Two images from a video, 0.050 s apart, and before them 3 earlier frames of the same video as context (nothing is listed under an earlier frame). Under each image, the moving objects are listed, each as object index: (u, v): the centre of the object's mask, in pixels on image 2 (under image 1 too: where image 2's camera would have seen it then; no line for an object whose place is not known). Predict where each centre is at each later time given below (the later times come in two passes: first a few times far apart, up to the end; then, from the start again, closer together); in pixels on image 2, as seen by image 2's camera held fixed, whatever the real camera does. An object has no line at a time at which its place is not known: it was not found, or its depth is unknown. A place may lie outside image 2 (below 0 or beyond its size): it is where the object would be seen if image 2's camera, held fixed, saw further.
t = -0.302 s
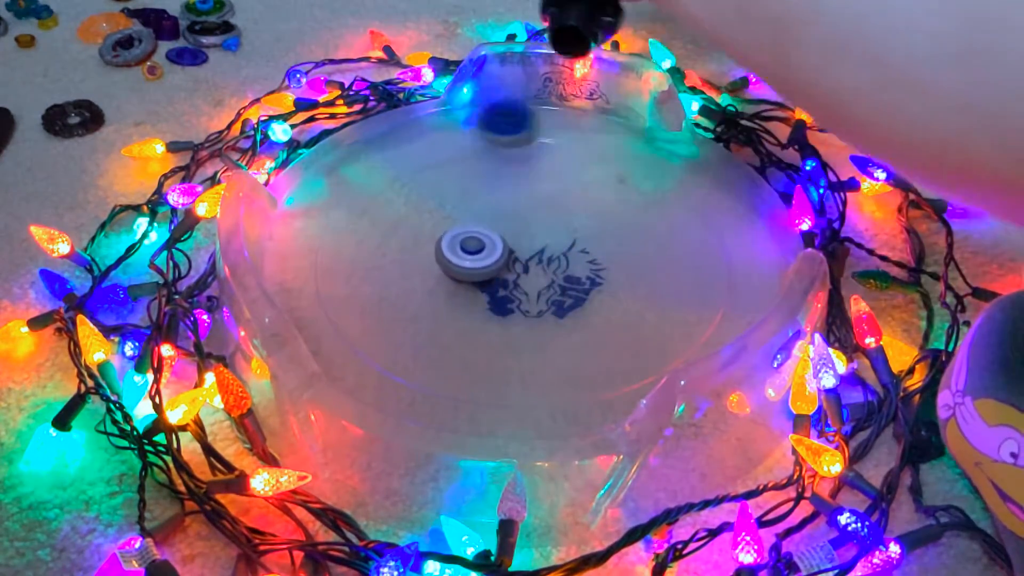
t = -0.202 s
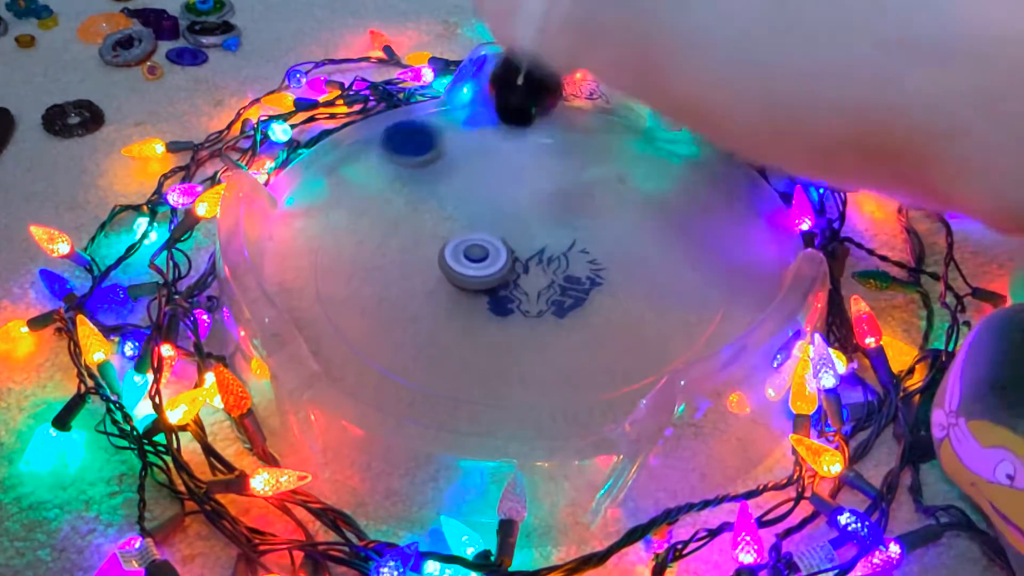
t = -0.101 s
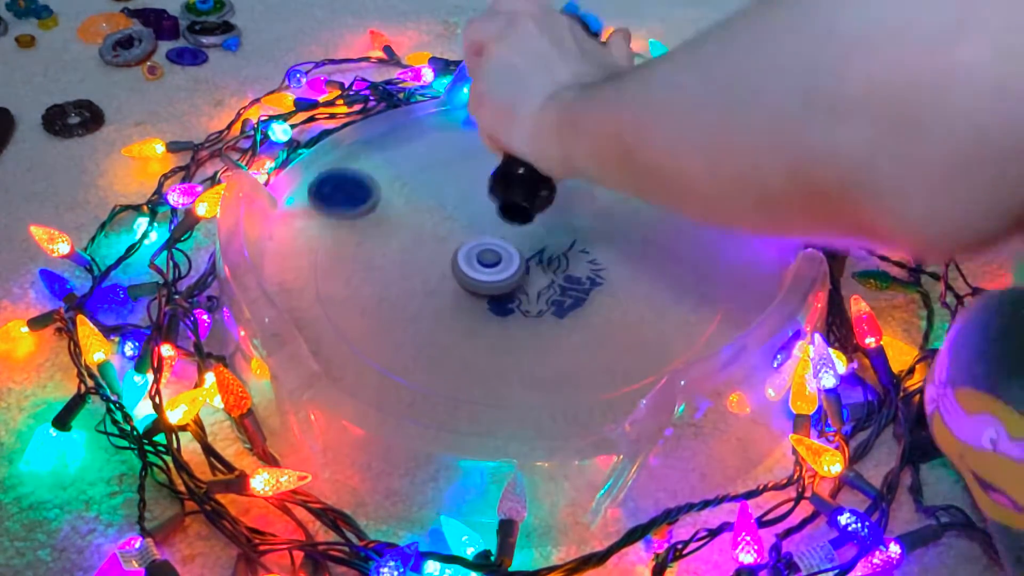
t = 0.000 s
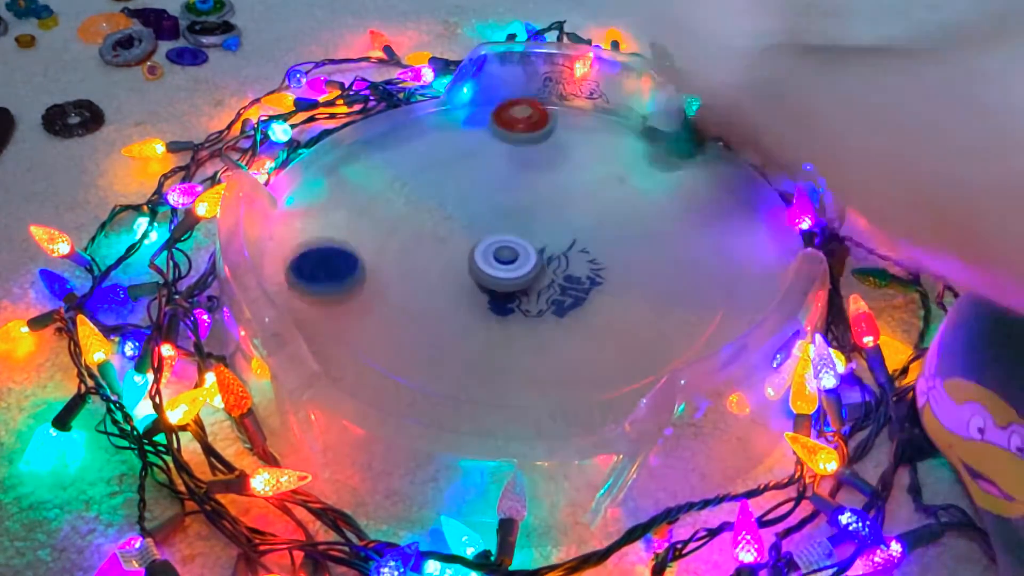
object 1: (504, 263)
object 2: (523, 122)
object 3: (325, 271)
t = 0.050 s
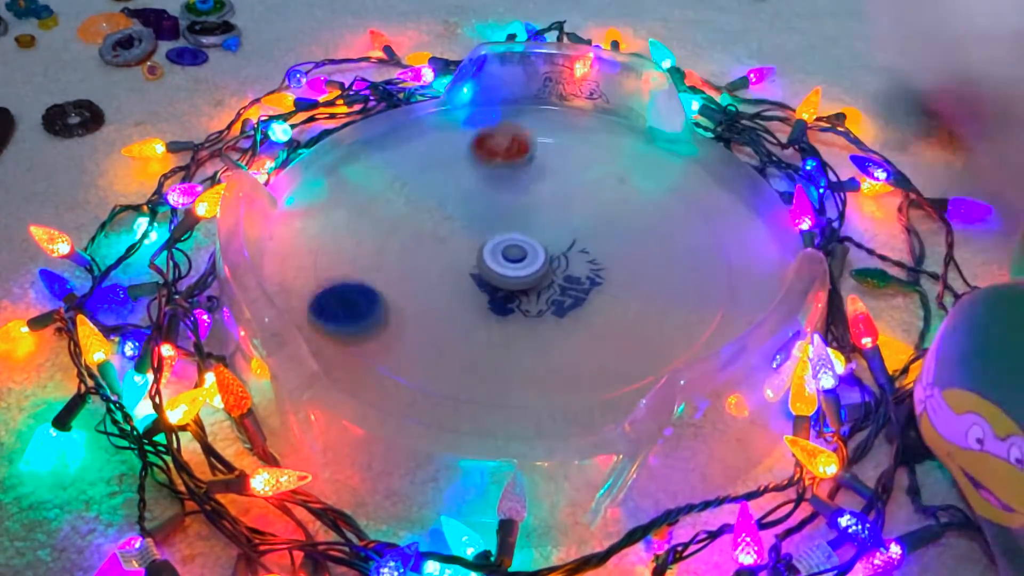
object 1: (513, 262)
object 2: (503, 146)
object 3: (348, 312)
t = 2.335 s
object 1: (605, 228)
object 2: (464, 309)
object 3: (482, 361)
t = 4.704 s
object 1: (561, 253)
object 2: (492, 233)
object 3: (472, 290)
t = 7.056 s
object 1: (434, 265)
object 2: (633, 262)
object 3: (520, 223)
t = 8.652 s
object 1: (566, 226)
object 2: (487, 255)
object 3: (532, 300)
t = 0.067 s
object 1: (515, 261)
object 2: (496, 166)
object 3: (359, 322)
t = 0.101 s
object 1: (519, 259)
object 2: (480, 180)
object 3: (390, 344)
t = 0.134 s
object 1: (522, 256)
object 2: (463, 194)
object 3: (425, 361)
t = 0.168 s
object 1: (523, 253)
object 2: (447, 218)
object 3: (467, 371)
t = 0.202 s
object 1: (525, 249)
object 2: (435, 229)
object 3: (512, 375)
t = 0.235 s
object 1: (526, 246)
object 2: (426, 246)
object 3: (556, 371)
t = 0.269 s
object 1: (525, 243)
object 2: (422, 262)
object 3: (597, 363)
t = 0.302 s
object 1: (524, 240)
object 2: (422, 274)
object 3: (634, 352)
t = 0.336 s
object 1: (523, 237)
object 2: (425, 285)
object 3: (664, 335)
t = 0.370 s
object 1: (522, 235)
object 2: (434, 297)
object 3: (688, 312)
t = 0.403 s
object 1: (520, 234)
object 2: (445, 307)
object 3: (705, 290)
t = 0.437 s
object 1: (517, 232)
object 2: (458, 314)
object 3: (713, 264)
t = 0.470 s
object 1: (514, 231)
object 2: (472, 320)
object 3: (712, 240)
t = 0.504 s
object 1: (511, 231)
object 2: (487, 324)
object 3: (704, 218)
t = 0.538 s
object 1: (508, 230)
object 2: (503, 326)
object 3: (690, 196)
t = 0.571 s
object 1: (504, 230)
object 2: (517, 326)
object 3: (670, 177)
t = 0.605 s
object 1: (500, 231)
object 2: (531, 325)
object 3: (647, 163)
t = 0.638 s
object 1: (496, 232)
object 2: (544, 322)
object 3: (620, 151)
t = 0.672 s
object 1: (493, 235)
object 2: (555, 320)
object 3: (590, 142)
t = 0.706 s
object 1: (492, 238)
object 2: (565, 316)
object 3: (560, 135)
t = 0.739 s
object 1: (492, 242)
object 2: (573, 310)
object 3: (529, 132)
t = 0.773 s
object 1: (494, 246)
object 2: (581, 304)
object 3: (497, 134)
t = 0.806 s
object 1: (497, 248)
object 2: (586, 299)
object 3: (467, 137)
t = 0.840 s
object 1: (500, 251)
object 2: (591, 293)
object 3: (436, 144)
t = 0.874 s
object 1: (504, 253)
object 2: (593, 287)
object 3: (409, 155)
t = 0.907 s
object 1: (509, 255)
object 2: (595, 281)
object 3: (384, 170)
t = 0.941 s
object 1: (512, 256)
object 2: (596, 275)
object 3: (364, 187)
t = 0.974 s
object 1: (516, 257)
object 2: (595, 269)
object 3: (349, 208)
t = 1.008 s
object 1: (517, 257)
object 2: (596, 263)
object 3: (340, 230)
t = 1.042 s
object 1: (516, 257)
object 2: (597, 257)
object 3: (337, 254)
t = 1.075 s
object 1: (517, 257)
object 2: (595, 252)
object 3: (342, 278)
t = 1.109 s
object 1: (519, 258)
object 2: (592, 247)
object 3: (356, 300)
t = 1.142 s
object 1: (518, 259)
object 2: (590, 242)
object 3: (378, 321)
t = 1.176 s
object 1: (517, 260)
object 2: (588, 237)
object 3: (408, 339)
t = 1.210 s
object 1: (518, 262)
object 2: (583, 232)
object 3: (444, 352)
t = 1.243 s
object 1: (519, 264)
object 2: (578, 227)
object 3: (483, 359)
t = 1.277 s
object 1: (521, 265)
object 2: (571, 223)
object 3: (525, 360)
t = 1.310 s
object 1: (524, 266)
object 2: (564, 220)
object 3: (567, 355)
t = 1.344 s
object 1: (527, 266)
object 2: (557, 217)
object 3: (604, 347)
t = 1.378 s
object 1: (530, 266)
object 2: (549, 215)
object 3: (636, 333)
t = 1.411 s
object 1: (532, 265)
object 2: (541, 214)
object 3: (662, 314)
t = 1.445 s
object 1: (534, 264)
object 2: (533, 213)
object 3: (679, 291)
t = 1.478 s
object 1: (535, 262)
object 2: (524, 213)
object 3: (689, 268)
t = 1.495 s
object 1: (535, 261)
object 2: (520, 213)
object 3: (691, 257)
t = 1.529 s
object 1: (535, 260)
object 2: (511, 214)
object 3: (690, 235)
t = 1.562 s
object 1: (535, 259)
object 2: (503, 215)
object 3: (681, 213)
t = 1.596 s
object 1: (535, 260)
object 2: (496, 216)
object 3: (666, 194)
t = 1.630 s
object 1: (536, 261)
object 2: (488, 217)
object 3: (646, 177)
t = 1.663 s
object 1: (537, 262)
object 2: (481, 219)
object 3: (622, 163)
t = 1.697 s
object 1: (538, 262)
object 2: (475, 224)
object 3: (594, 153)
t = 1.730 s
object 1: (538, 263)
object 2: (469, 228)
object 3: (564, 145)
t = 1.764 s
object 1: (539, 263)
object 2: (464, 232)
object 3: (533, 142)
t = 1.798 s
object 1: (539, 263)
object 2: (460, 237)
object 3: (501, 141)
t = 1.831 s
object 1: (539, 263)
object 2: (457, 242)
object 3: (471, 144)
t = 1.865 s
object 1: (539, 263)
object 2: (456, 246)
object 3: (442, 151)
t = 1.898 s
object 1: (538, 263)
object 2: (456, 251)
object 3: (415, 162)
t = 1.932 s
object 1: (538, 263)
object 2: (457, 256)
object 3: (392, 175)
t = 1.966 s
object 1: (537, 263)
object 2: (459, 262)
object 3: (373, 192)
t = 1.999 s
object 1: (552, 263)
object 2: (449, 264)
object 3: (360, 212)
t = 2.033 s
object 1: (578, 261)
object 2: (423, 261)
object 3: (353, 233)
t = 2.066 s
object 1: (595, 259)
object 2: (417, 268)
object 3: (338, 257)
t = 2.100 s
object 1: (605, 256)
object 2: (418, 274)
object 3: (332, 277)
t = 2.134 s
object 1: (609, 252)
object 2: (422, 280)
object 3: (335, 295)
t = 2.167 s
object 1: (611, 248)
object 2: (427, 287)
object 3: (351, 314)
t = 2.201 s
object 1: (612, 243)
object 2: (433, 293)
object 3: (374, 333)
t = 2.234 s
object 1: (611, 239)
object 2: (440, 298)
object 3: (399, 345)
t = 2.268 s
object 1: (610, 235)
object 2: (447, 302)
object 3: (425, 354)
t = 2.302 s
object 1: (608, 231)
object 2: (456, 306)
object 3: (452, 359)
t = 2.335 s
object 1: (605, 228)
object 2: (464, 309)
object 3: (482, 361)
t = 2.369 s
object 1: (601, 226)
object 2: (474, 311)
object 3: (514, 356)
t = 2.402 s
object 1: (597, 223)
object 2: (485, 313)
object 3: (547, 354)
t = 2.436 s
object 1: (593, 221)
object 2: (496, 313)
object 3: (581, 348)
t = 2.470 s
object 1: (588, 220)
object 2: (507, 313)
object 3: (610, 334)
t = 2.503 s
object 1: (582, 219)
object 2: (516, 311)
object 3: (633, 317)
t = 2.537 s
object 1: (576, 218)
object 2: (525, 309)
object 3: (646, 296)
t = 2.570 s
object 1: (569, 219)
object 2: (532, 306)
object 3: (652, 273)
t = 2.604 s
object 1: (562, 219)
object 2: (538, 302)
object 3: (652, 251)
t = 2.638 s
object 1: (556, 220)
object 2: (542, 298)
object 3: (644, 229)
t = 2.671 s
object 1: (548, 221)
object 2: (546, 293)
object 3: (629, 210)
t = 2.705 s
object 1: (541, 224)
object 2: (549, 288)
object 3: (610, 194)
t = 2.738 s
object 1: (535, 227)
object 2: (553, 283)
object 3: (588, 183)
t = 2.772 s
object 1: (528, 227)
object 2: (554, 278)
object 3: (562, 173)
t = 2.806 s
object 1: (520, 225)
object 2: (557, 278)
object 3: (535, 166)
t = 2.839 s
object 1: (512, 225)
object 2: (558, 275)
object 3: (505, 162)
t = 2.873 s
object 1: (505, 227)
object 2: (560, 271)
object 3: (476, 161)
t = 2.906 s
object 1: (498, 231)
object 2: (561, 267)
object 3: (446, 165)
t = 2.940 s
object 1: (493, 235)
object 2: (560, 262)
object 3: (420, 173)
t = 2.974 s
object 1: (488, 238)
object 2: (558, 257)
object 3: (398, 183)
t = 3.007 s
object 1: (483, 242)
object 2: (557, 253)
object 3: (380, 196)
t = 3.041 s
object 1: (479, 247)
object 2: (553, 250)
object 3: (366, 210)
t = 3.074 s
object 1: (476, 250)
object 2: (550, 246)
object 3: (358, 225)
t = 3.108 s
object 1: (473, 254)
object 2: (546, 243)
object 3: (356, 241)
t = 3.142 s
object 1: (471, 259)
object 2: (541, 240)
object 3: (359, 257)
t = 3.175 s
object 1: (470, 263)
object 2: (537, 238)
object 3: (367, 275)
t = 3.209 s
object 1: (469, 266)
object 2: (532, 235)
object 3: (382, 293)
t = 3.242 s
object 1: (468, 271)
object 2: (526, 233)
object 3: (404, 310)
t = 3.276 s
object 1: (468, 274)
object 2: (521, 232)
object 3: (434, 323)
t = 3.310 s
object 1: (469, 277)
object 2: (516, 232)
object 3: (466, 331)
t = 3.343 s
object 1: (471, 282)
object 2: (511, 232)
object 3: (501, 336)
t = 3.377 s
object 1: (472, 285)
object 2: (505, 233)
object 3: (532, 332)
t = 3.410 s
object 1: (475, 288)
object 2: (499, 233)
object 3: (562, 323)
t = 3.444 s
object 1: (478, 291)
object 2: (493, 235)
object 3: (586, 311)
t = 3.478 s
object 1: (481, 293)
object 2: (489, 237)
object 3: (605, 297)
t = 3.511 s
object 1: (484, 295)
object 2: (486, 240)
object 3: (619, 279)
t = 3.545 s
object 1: (488, 296)
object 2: (484, 243)
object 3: (626, 261)
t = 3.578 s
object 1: (491, 297)
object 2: (483, 245)
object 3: (628, 242)
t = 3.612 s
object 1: (495, 297)
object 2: (483, 249)
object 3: (623, 224)
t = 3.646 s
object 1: (500, 299)
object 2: (484, 251)
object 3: (614, 208)
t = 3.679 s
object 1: (504, 300)
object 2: (485, 252)
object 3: (600, 194)
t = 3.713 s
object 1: (507, 300)
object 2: (487, 254)
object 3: (582, 182)
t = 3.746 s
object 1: (512, 301)
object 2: (489, 255)
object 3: (563, 173)
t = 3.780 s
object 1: (516, 301)
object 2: (492, 255)
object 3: (541, 167)
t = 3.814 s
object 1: (521, 302)
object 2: (495, 255)
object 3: (520, 164)
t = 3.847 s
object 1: (526, 302)
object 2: (499, 254)
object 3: (500, 164)
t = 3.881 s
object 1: (530, 301)
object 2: (502, 254)
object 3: (483, 168)
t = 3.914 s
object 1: (534, 300)
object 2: (504, 253)
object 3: (468, 174)
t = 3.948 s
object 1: (538, 299)
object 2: (505, 252)
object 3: (458, 181)
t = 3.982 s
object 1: (542, 297)
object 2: (506, 250)
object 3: (450, 188)
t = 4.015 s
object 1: (545, 295)
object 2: (506, 248)
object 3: (445, 195)
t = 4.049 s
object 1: (547, 293)
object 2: (507, 247)
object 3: (443, 201)
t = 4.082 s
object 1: (550, 290)
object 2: (507, 245)
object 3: (440, 207)
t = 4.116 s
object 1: (552, 287)
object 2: (507, 244)
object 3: (439, 213)
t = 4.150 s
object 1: (553, 284)
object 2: (508, 242)
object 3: (434, 217)
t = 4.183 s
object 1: (555, 281)
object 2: (511, 241)
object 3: (427, 221)
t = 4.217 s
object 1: (556, 279)
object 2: (512, 241)
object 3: (425, 228)
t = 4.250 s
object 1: (561, 280)
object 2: (510, 235)
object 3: (426, 234)
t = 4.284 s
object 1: (565, 280)
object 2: (506, 230)
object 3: (427, 240)
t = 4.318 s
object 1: (566, 278)
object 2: (503, 228)
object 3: (429, 245)
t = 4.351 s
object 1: (567, 276)
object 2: (500, 226)
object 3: (431, 250)
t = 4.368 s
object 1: (568, 275)
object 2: (499, 226)
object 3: (432, 252)
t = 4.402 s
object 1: (568, 272)
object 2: (496, 226)
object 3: (436, 256)
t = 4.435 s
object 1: (569, 270)
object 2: (493, 228)
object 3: (440, 260)
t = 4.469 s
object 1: (569, 268)
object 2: (492, 228)
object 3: (445, 264)
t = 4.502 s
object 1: (568, 266)
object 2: (490, 229)
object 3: (449, 268)
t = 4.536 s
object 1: (568, 264)
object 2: (489, 230)
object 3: (453, 271)
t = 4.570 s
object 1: (566, 262)
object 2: (491, 230)
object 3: (455, 278)
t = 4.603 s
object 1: (565, 260)
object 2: (493, 230)
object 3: (457, 283)
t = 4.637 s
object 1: (564, 257)
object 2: (494, 231)
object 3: (461, 286)
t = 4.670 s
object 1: (562, 255)
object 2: (494, 232)
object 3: (466, 288)
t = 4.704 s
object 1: (561, 253)
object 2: (492, 233)
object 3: (472, 290)
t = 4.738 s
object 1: (562, 253)
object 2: (488, 233)
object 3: (477, 293)
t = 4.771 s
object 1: (562, 252)
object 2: (487, 235)
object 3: (483, 294)
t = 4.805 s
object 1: (561, 251)
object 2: (487, 237)
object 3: (487, 295)
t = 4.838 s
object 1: (561, 249)
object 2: (488, 240)
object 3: (493, 296)
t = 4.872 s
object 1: (569, 250)
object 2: (479, 241)
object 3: (499, 297)
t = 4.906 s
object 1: (572, 250)
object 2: (474, 242)
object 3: (502, 296)
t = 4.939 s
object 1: (572, 249)
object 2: (473, 244)
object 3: (508, 296)
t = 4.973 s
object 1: (571, 247)
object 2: (474, 246)
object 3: (513, 296)
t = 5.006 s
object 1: (571, 246)
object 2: (476, 248)
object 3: (517, 295)
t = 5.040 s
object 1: (570, 245)
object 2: (479, 250)
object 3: (521, 295)
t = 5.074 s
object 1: (569, 244)
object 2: (482, 252)
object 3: (525, 294)
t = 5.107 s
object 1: (569, 243)
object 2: (485, 253)
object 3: (530, 293)
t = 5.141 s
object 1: (568, 242)
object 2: (488, 253)
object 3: (535, 294)
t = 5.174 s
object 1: (567, 241)
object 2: (492, 253)
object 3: (539, 294)
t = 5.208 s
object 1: (574, 239)
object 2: (486, 254)
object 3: (543, 293)
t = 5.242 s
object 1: (578, 237)
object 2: (484, 256)
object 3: (546, 291)
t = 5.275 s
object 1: (577, 234)
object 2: (485, 258)
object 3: (549, 289)
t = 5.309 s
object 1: (576, 231)
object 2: (486, 259)
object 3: (551, 287)
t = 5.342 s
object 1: (574, 229)
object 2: (489, 260)
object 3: (554, 285)
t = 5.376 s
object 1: (572, 228)
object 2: (484, 256)
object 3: (568, 287)
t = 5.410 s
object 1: (569, 227)
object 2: (471, 248)
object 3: (588, 291)
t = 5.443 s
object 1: (565, 225)
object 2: (463, 244)
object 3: (600, 291)
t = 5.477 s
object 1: (560, 224)
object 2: (459, 243)
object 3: (607, 289)
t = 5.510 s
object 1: (555, 225)
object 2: (455, 245)
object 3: (610, 286)
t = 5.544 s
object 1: (550, 225)
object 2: (452, 246)
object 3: (612, 284)
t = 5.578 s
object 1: (546, 227)
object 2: (450, 248)
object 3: (614, 280)
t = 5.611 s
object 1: (542, 229)
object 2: (450, 251)
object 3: (614, 276)
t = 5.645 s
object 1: (536, 231)
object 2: (450, 254)
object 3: (614, 273)
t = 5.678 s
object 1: (531, 233)
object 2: (451, 257)
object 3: (613, 269)
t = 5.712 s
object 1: (527, 235)
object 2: (453, 260)
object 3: (612, 267)
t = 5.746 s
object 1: (524, 238)
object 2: (457, 263)
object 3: (610, 265)
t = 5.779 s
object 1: (531, 238)
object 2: (451, 268)
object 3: (608, 264)
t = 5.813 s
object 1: (537, 238)
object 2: (446, 272)
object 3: (605, 262)
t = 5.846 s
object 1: (537, 238)
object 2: (448, 275)
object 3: (605, 261)
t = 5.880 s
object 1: (522, 232)
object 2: (451, 278)
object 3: (617, 266)
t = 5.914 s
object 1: (511, 230)
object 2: (456, 281)
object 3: (621, 267)
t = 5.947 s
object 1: (504, 230)
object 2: (462, 283)
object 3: (621, 267)
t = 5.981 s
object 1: (498, 232)
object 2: (467, 284)
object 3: (620, 266)
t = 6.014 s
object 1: (493, 233)
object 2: (474, 285)
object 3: (618, 266)
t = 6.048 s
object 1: (490, 233)
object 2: (480, 290)
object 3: (616, 265)
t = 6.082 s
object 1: (489, 229)
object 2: (485, 297)
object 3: (613, 264)
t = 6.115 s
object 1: (486, 228)
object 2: (492, 300)
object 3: (610, 263)
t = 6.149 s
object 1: (482, 229)
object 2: (499, 301)
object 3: (607, 261)
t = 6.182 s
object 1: (478, 230)
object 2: (506, 300)
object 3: (603, 260)
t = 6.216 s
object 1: (474, 231)
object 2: (513, 300)
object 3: (599, 259)
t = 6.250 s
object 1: (471, 233)
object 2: (519, 298)
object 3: (595, 259)
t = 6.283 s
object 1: (468, 235)
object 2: (526, 297)
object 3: (590, 258)
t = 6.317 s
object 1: (466, 238)
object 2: (527, 296)
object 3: (590, 256)
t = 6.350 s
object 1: (465, 241)
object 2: (514, 301)
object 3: (602, 246)
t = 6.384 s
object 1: (465, 244)
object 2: (507, 304)
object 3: (607, 240)
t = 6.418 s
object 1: (465, 248)
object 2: (503, 305)
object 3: (605, 236)
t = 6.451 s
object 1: (466, 251)
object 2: (505, 305)
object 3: (601, 234)
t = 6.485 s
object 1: (468, 253)
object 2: (509, 305)
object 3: (596, 233)
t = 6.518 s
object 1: (472, 256)
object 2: (513, 305)
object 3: (590, 231)
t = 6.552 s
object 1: (474, 258)
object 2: (517, 305)
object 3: (585, 230)
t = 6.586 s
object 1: (477, 260)
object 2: (523, 304)
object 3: (579, 230)
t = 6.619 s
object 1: (478, 259)
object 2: (531, 306)
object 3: (572, 229)
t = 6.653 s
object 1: (481, 259)
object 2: (537, 305)
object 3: (566, 227)
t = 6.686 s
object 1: (485, 260)
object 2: (542, 303)
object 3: (560, 228)
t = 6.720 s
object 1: (488, 260)
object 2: (547, 302)
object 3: (554, 228)
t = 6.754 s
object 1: (491, 261)
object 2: (551, 299)
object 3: (548, 229)
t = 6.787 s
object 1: (486, 265)
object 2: (555, 296)
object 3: (550, 225)
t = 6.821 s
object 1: (484, 269)
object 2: (558, 293)
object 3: (552, 220)
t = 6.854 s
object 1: (486, 271)
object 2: (559, 290)
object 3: (549, 220)
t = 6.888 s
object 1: (482, 271)
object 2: (572, 287)
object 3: (544, 220)
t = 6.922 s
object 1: (459, 265)
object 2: (597, 285)
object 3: (539, 221)
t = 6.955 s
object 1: (445, 261)
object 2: (616, 282)
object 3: (534, 221)
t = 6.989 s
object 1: (439, 260)
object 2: (627, 276)
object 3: (529, 222)
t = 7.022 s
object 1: (436, 262)
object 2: (632, 270)
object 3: (524, 223)
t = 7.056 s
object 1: (434, 265)
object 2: (633, 262)
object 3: (520, 223)
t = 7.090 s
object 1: (433, 266)
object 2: (633, 254)
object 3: (515, 224)
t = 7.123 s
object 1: (432, 269)
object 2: (631, 248)
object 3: (511, 225)
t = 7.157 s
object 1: (433, 270)
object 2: (628, 242)
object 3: (507, 227)
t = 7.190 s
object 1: (433, 272)
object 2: (624, 238)
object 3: (503, 229)
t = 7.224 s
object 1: (435, 274)
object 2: (620, 233)
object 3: (499, 231)
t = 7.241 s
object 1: (435, 275)
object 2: (617, 232)
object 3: (497, 232)
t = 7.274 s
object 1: (437, 276)
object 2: (612, 228)
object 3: (494, 234)
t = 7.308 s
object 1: (440, 277)
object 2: (607, 224)
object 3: (492, 237)
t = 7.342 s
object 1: (443, 279)
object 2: (601, 221)
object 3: (491, 239)
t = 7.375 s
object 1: (447, 280)
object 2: (595, 218)
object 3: (490, 241)
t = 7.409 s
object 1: (445, 285)
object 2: (589, 216)
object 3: (494, 240)
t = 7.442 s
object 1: (446, 288)
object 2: (582, 215)
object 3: (500, 237)
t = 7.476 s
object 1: (450, 291)
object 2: (575, 214)
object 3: (502, 237)
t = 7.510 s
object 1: (455, 292)
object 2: (568, 212)
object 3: (502, 237)
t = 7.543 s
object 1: (460, 294)
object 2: (562, 212)
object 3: (501, 238)
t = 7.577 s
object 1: (466, 295)
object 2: (564, 208)
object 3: (488, 242)
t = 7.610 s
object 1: (471, 296)
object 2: (562, 205)
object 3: (483, 244)
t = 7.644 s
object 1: (477, 296)
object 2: (555, 205)
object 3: (480, 245)
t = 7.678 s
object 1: (483, 301)
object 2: (549, 204)
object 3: (481, 244)
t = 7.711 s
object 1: (490, 304)
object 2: (542, 204)
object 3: (481, 241)
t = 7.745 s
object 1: (497, 305)
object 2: (536, 205)
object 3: (482, 242)
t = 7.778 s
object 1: (504, 305)
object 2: (530, 206)
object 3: (482, 242)
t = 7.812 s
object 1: (511, 304)
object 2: (529, 203)
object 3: (477, 246)
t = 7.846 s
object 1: (518, 302)
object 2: (529, 200)
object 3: (471, 252)
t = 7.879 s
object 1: (525, 300)
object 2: (525, 201)
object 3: (469, 254)
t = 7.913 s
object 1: (530, 299)
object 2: (519, 202)
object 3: (469, 255)
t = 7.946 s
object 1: (536, 296)
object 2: (513, 203)
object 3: (469, 257)
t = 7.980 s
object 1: (541, 293)
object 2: (507, 205)
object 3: (470, 259)
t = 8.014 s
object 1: (546, 291)
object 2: (502, 208)
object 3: (471, 261)
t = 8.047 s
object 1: (550, 288)
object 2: (498, 211)
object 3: (472, 262)
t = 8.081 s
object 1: (555, 284)
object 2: (494, 213)
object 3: (473, 264)
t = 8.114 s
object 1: (558, 281)
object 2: (490, 216)
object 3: (475, 265)
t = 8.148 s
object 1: (561, 277)
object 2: (488, 218)
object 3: (476, 271)
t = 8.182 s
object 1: (564, 273)
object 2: (489, 216)
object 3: (475, 280)
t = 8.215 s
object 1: (566, 269)
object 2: (488, 216)
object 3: (477, 285)
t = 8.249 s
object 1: (568, 266)
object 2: (486, 219)
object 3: (480, 288)
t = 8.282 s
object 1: (569, 262)
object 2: (484, 223)
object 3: (483, 290)
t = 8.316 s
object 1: (569, 258)
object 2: (482, 226)
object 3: (487, 291)
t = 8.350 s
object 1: (570, 254)
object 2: (481, 230)
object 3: (490, 292)
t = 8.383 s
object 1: (570, 251)
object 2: (481, 234)
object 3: (495, 292)
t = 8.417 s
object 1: (570, 247)
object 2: (481, 238)
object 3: (499, 293)
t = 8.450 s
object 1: (569, 243)
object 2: (482, 242)
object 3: (502, 293)
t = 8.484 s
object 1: (567, 240)
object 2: (484, 245)
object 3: (508, 293)
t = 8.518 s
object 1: (566, 238)
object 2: (486, 247)
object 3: (514, 295)
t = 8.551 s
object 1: (564, 235)
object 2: (488, 248)
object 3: (519, 299)
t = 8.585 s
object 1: (562, 232)
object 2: (491, 249)
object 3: (523, 300)
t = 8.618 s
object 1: (565, 229)
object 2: (488, 253)
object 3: (528, 300)
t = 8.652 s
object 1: (566, 226)
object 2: (487, 255)
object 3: (532, 300)
